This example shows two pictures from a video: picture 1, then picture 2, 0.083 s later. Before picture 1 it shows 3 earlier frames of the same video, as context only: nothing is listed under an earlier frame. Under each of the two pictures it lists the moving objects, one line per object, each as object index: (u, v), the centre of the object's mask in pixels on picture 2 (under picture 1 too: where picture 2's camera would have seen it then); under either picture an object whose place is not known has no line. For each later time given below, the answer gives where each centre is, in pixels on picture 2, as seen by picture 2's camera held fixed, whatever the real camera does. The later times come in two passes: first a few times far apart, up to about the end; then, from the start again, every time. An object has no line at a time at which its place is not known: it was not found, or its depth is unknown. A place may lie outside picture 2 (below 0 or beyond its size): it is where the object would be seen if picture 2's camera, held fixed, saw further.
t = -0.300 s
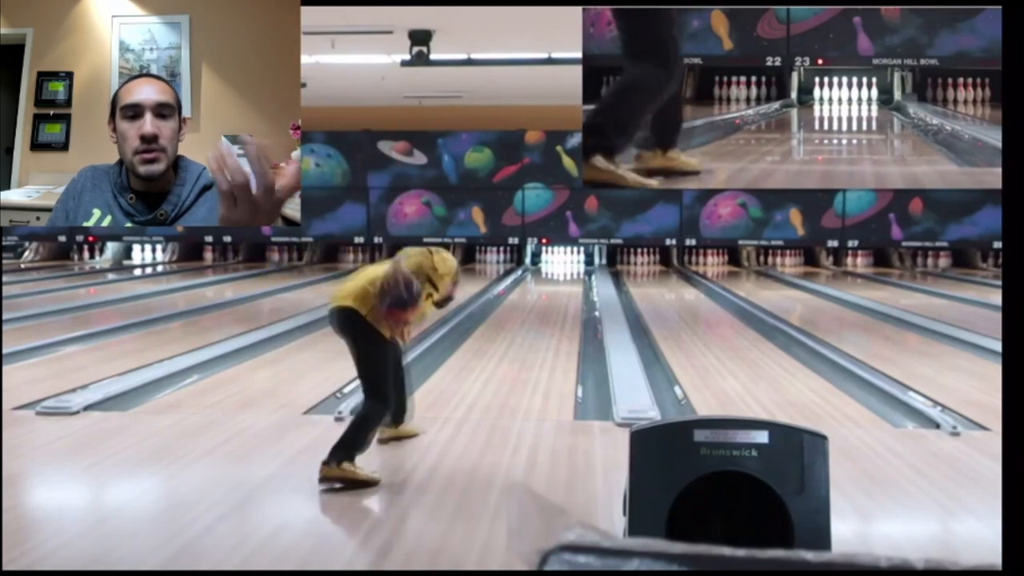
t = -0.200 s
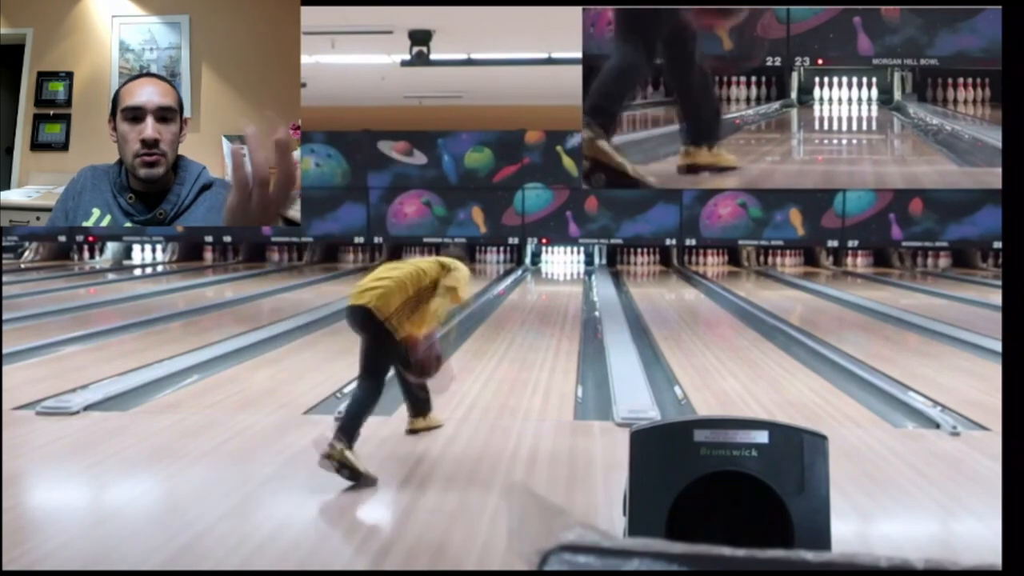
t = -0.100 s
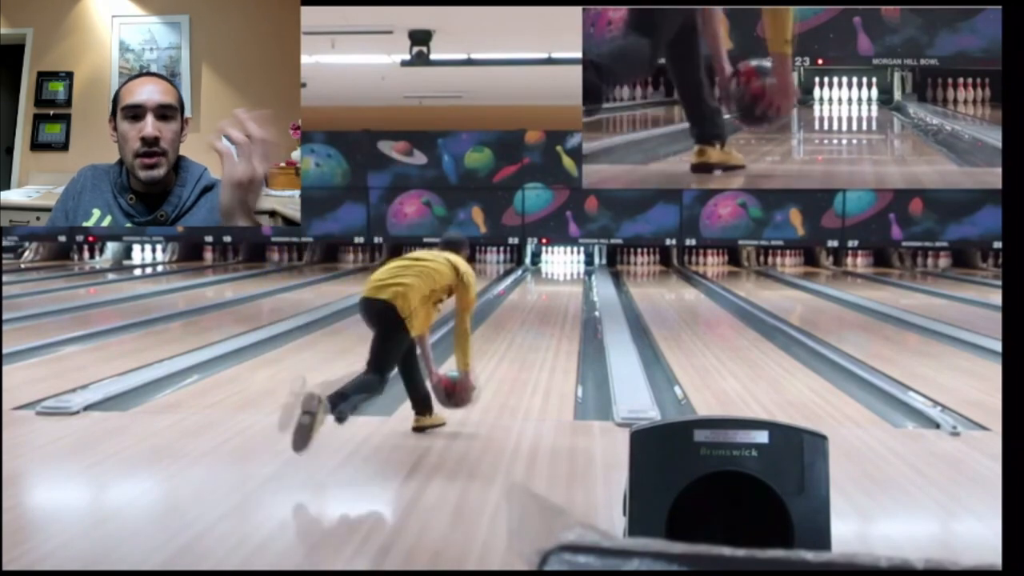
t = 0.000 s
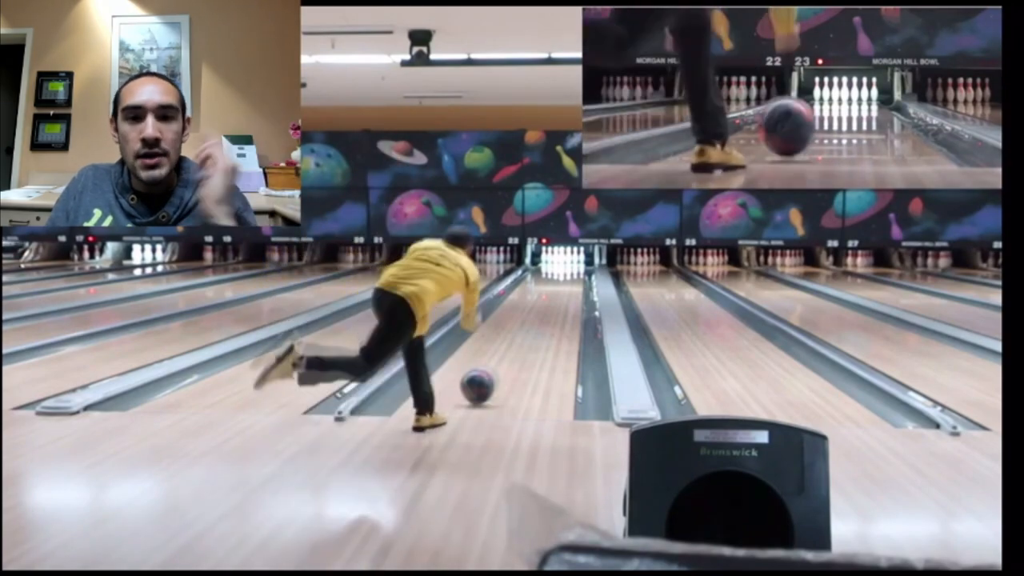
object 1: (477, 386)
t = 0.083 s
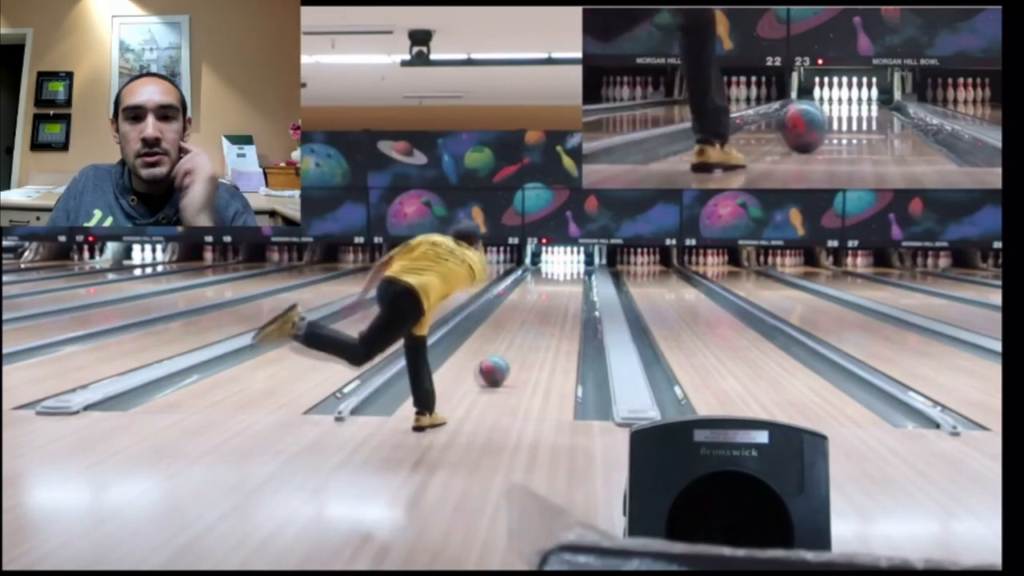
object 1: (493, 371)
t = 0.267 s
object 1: (516, 347)
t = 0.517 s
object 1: (538, 323)
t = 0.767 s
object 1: (554, 305)
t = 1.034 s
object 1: (564, 293)
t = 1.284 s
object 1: (571, 284)
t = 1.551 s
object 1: (576, 275)
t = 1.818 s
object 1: (577, 270)
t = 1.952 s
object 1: (576, 268)
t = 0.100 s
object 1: (495, 369)
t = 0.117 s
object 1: (498, 367)
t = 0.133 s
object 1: (500, 366)
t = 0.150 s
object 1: (503, 362)
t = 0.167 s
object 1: (504, 361)
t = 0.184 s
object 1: (507, 357)
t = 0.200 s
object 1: (509, 355)
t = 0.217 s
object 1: (512, 352)
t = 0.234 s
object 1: (512, 352)
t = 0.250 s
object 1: (515, 348)
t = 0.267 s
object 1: (516, 347)
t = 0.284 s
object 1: (519, 344)
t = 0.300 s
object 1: (520, 344)
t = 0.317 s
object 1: (522, 341)
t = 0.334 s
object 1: (524, 340)
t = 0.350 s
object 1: (525, 338)
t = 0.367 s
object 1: (526, 337)
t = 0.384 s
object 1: (528, 334)
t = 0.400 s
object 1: (529, 334)
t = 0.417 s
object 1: (532, 330)
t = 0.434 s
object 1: (532, 329)
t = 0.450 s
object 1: (533, 327)
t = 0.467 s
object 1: (535, 327)
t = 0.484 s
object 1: (536, 326)
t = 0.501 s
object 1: (537, 325)
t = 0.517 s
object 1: (538, 323)
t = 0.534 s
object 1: (539, 322)
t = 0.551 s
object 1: (541, 320)
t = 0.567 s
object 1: (541, 319)
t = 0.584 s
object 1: (543, 317)
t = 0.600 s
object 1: (545, 316)
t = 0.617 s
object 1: (545, 315)
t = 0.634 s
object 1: (547, 314)
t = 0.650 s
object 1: (548, 313)
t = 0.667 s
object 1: (548, 311)
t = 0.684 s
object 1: (549, 311)
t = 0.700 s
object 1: (550, 309)
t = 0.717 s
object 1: (551, 309)
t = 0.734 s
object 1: (552, 308)
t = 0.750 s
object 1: (553, 307)
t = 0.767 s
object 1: (554, 305)
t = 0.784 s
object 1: (555, 305)
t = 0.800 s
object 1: (555, 304)
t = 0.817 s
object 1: (556, 303)
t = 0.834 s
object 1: (557, 302)
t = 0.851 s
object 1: (557, 301)
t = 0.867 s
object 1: (558, 300)
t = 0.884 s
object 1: (558, 300)
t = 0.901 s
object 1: (559, 298)
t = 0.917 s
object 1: (560, 298)
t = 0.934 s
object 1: (560, 297)
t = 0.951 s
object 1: (561, 296)
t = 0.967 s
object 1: (562, 296)
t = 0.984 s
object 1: (563, 295)
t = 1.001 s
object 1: (563, 294)
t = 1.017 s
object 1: (564, 294)
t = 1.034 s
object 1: (564, 293)
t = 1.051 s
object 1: (564, 292)
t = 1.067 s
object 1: (565, 292)
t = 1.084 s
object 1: (565, 291)
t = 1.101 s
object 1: (566, 290)
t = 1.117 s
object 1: (567, 289)
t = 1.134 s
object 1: (567, 289)
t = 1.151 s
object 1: (568, 288)
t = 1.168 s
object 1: (568, 287)
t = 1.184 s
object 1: (569, 287)
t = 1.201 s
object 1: (569, 286)
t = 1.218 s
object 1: (569, 286)
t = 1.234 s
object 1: (569, 285)
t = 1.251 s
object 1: (570, 285)
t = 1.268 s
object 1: (571, 285)
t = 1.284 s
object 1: (571, 284)
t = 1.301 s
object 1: (571, 283)
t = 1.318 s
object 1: (571, 283)
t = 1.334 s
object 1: (572, 282)
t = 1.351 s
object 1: (573, 281)
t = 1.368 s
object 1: (573, 281)
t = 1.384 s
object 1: (573, 281)
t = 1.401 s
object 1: (573, 281)
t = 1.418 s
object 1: (573, 281)
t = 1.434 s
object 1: (574, 280)
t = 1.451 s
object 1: (575, 280)
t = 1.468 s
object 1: (575, 279)
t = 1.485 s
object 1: (575, 278)
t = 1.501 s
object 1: (575, 278)
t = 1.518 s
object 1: (575, 277)
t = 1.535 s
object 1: (575, 276)
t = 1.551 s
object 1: (576, 275)
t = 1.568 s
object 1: (576, 275)
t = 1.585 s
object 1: (576, 275)
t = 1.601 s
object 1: (576, 274)
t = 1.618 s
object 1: (576, 274)
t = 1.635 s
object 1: (576, 274)
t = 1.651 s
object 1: (576, 273)
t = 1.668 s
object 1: (576, 273)
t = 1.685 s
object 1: (577, 272)
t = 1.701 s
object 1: (577, 272)
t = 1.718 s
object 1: (576, 272)
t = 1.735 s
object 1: (576, 272)
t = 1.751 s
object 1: (577, 272)
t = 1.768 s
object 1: (577, 271)
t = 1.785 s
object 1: (577, 271)
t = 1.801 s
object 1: (577, 270)
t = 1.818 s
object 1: (577, 270)
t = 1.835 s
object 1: (577, 270)
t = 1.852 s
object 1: (576, 269)
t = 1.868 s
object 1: (576, 269)
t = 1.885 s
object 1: (577, 270)
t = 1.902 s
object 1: (577, 269)
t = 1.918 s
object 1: (576, 269)
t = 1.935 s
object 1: (576, 268)
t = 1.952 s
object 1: (576, 268)
